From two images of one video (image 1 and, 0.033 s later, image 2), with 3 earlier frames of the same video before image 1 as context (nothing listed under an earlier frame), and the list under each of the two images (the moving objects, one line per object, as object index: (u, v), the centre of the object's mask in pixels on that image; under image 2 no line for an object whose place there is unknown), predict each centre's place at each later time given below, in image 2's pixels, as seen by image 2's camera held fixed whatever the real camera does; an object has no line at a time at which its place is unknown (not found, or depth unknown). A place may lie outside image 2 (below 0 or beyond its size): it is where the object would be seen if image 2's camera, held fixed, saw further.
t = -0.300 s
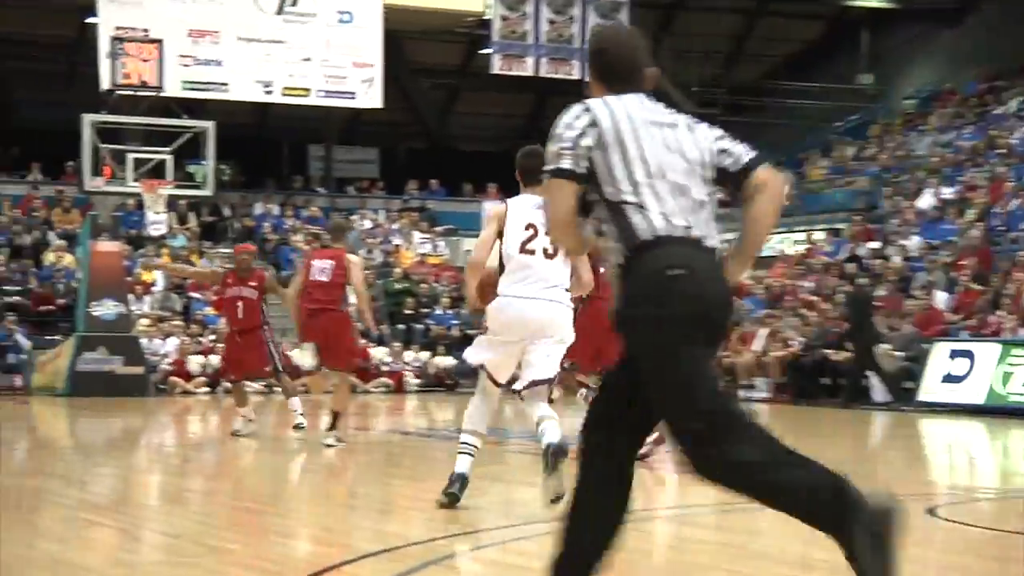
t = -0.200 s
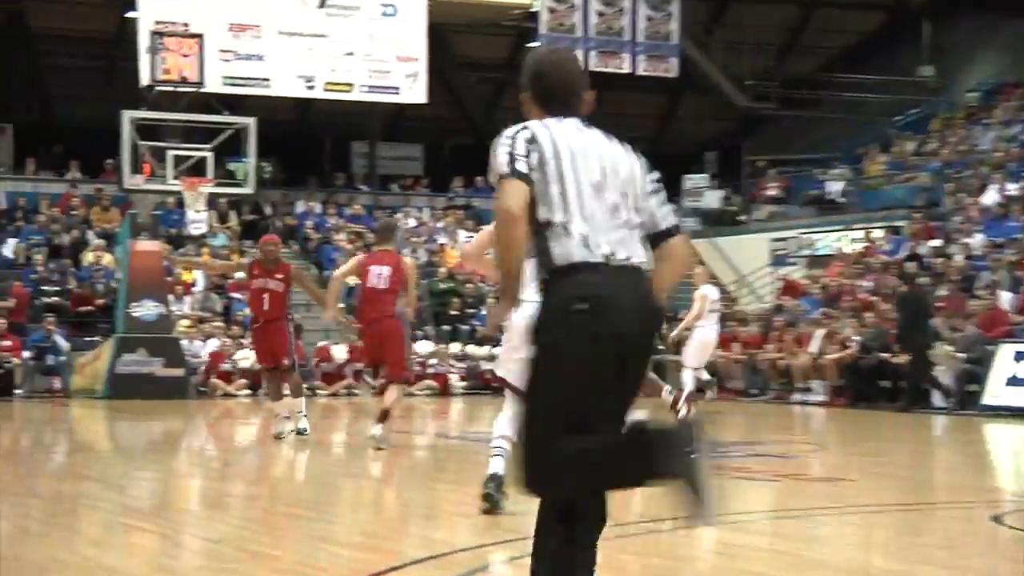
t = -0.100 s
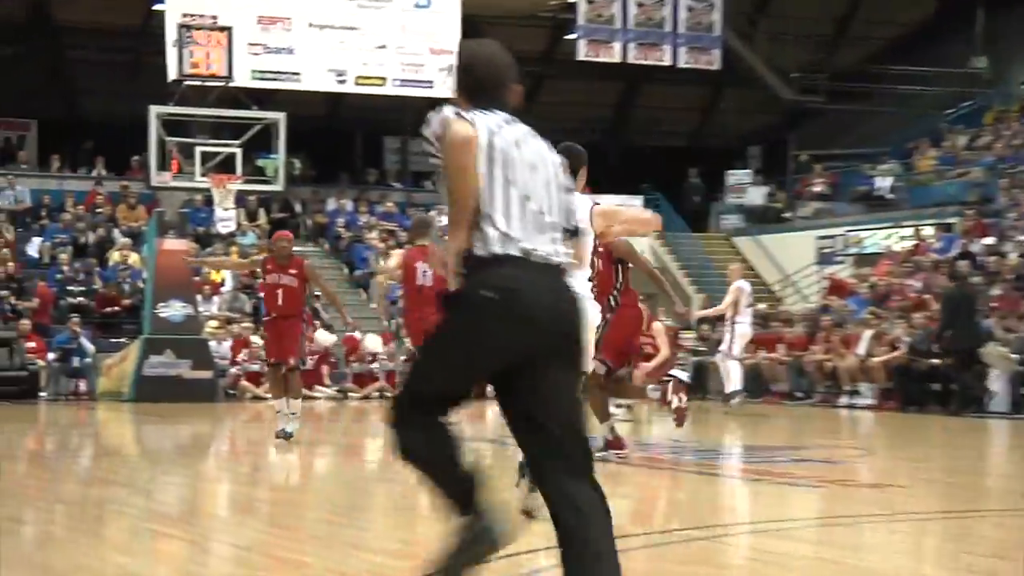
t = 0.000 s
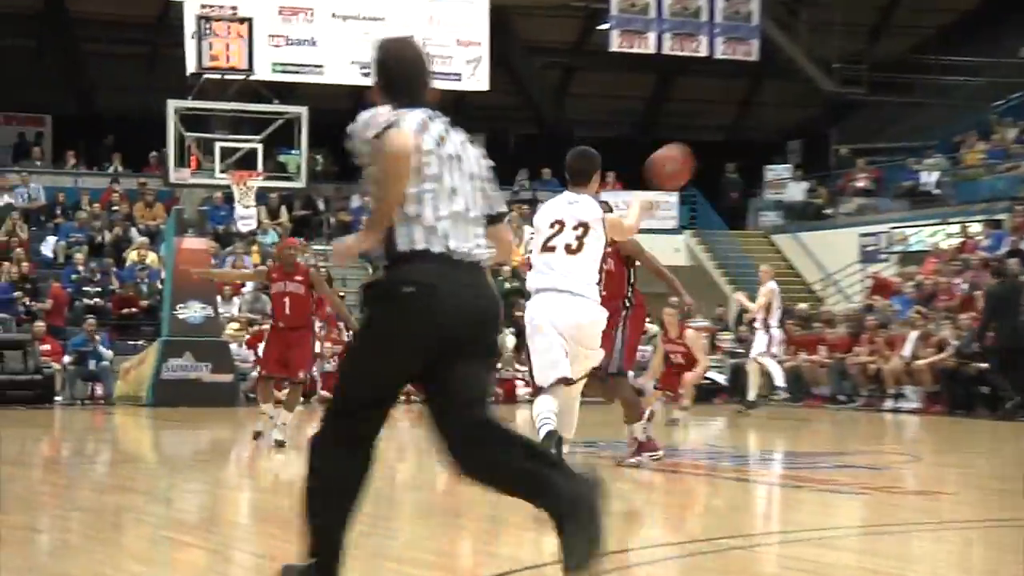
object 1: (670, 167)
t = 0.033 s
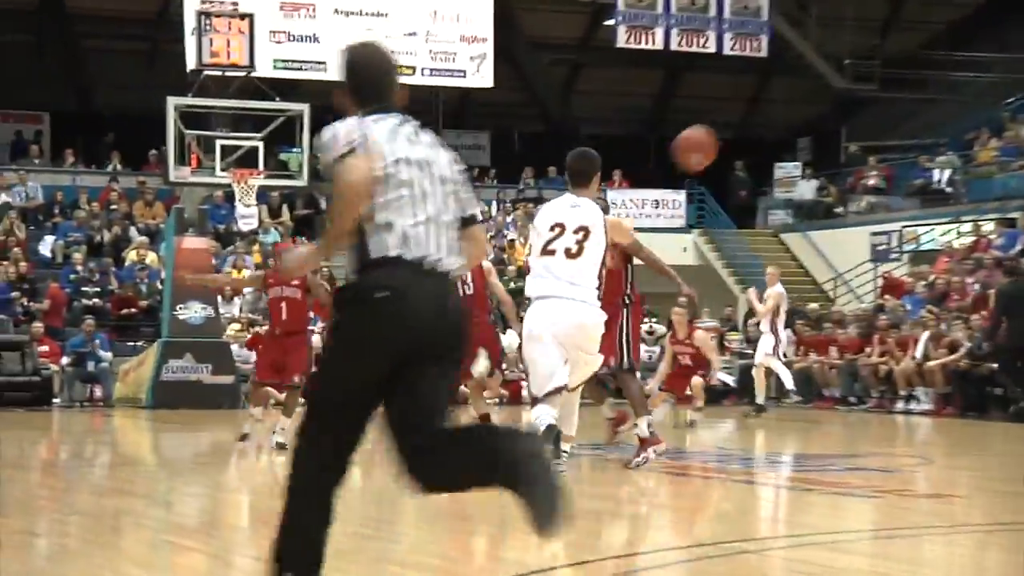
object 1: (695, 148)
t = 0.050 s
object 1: (703, 142)
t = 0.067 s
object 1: (710, 135)
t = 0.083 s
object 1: (719, 128)
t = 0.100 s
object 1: (726, 122)
